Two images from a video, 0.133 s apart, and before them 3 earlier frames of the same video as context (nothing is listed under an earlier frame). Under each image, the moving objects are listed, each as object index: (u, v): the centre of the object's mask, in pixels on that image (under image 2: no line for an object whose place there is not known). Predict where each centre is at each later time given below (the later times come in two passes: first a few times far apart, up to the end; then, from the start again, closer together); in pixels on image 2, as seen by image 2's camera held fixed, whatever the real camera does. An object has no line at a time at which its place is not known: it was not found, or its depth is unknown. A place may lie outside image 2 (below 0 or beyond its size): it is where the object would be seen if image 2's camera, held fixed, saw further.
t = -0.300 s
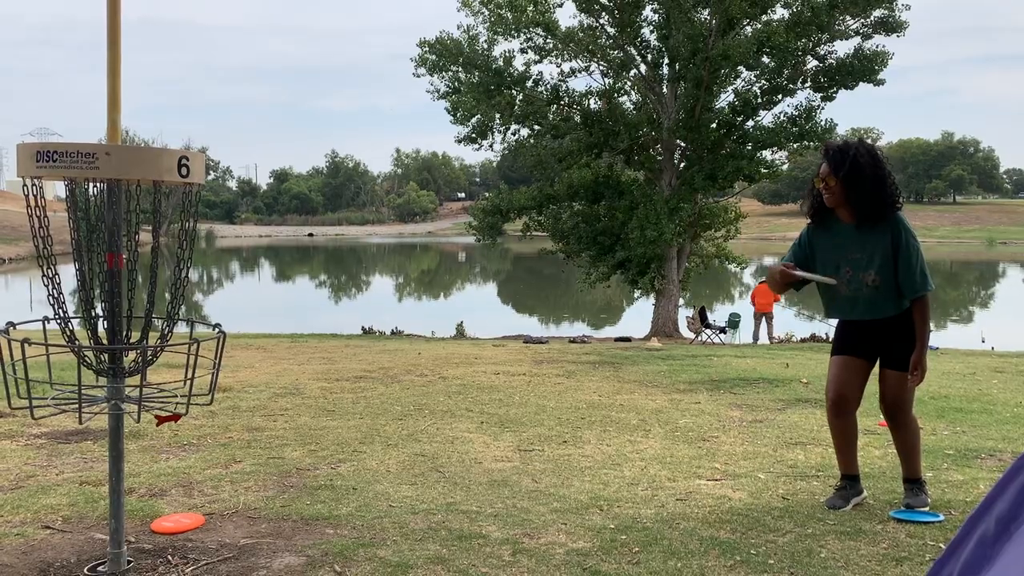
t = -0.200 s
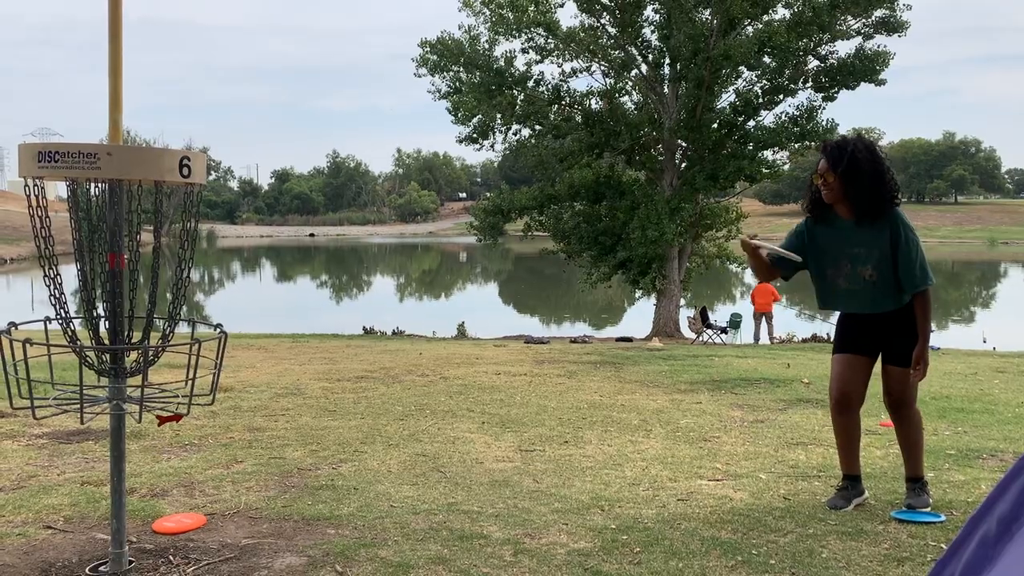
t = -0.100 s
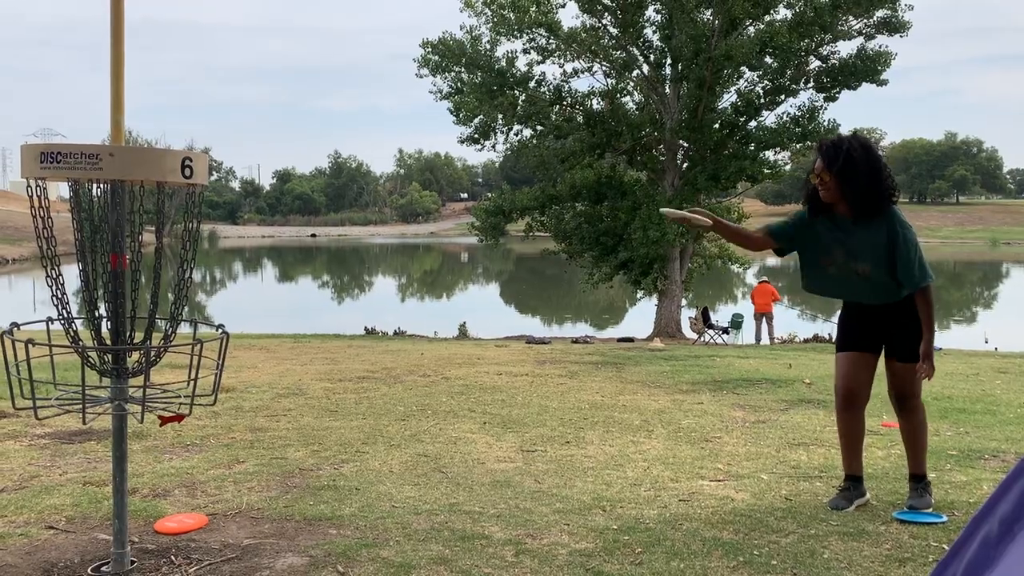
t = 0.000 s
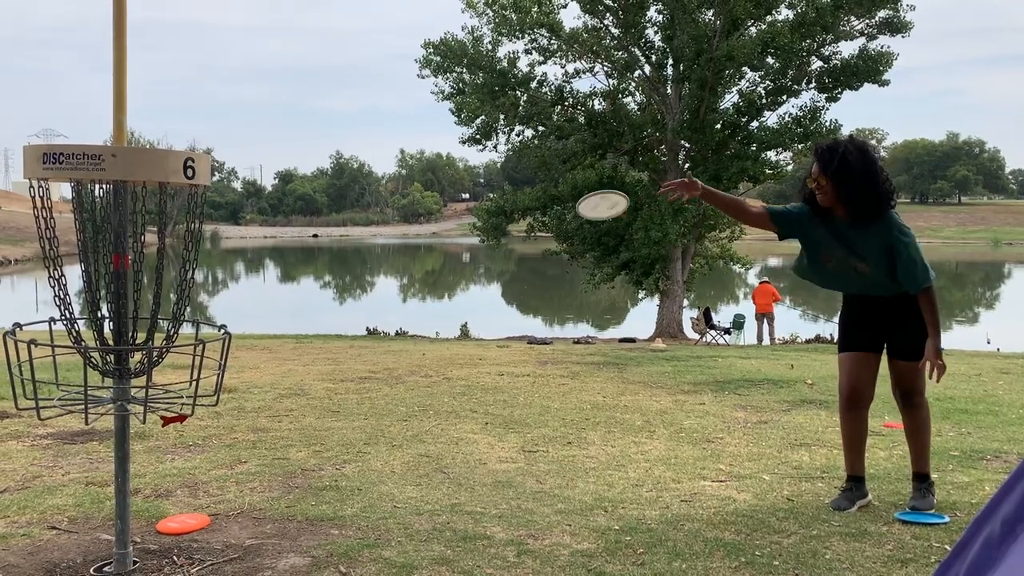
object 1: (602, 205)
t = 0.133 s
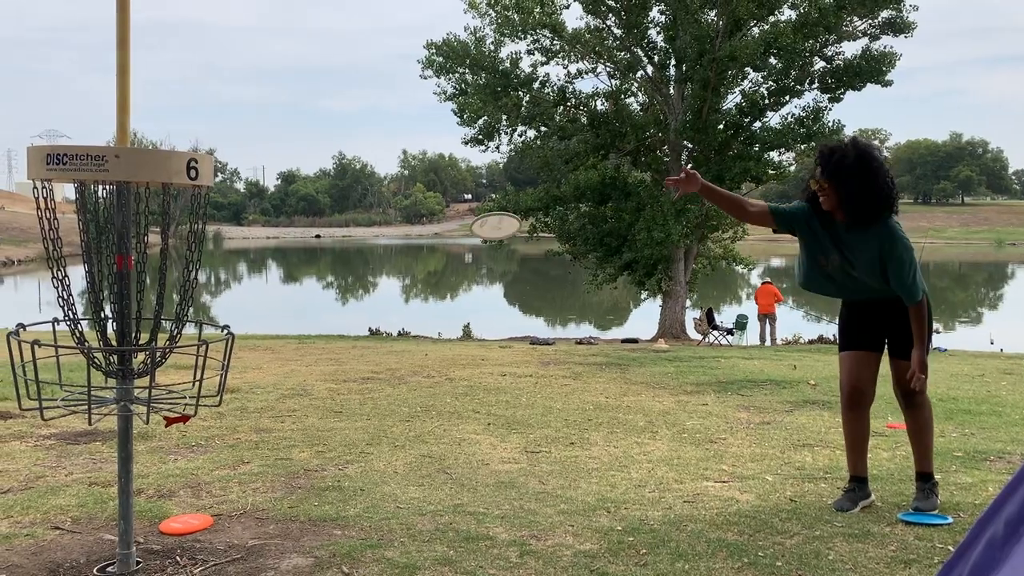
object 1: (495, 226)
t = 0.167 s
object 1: (470, 236)
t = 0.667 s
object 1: (104, 506)
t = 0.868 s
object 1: (59, 510)
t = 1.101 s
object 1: (54, 513)
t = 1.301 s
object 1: (54, 513)
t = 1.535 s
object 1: (54, 513)
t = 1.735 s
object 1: (54, 513)
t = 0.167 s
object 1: (470, 236)
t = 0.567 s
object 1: (158, 503)
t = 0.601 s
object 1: (146, 514)
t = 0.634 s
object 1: (109, 510)
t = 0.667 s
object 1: (104, 506)
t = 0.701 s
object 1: (98, 504)
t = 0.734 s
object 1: (90, 504)
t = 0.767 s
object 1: (79, 508)
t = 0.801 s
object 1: (68, 512)
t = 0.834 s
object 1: (63, 511)
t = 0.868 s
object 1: (59, 510)
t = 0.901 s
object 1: (56, 511)
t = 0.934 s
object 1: (54, 513)
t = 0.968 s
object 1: (54, 513)
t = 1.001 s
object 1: (54, 513)
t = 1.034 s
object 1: (54, 513)
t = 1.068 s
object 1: (54, 513)
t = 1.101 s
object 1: (54, 513)
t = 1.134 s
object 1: (54, 513)
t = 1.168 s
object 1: (54, 513)
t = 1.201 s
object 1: (54, 513)
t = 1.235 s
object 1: (54, 513)
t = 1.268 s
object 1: (54, 513)
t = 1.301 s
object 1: (54, 513)
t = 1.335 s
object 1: (54, 513)
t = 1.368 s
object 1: (54, 513)
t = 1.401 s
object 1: (54, 513)
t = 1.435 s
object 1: (54, 513)
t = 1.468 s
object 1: (54, 513)
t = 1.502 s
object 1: (54, 513)
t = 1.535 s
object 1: (54, 513)
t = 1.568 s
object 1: (54, 513)
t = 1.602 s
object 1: (54, 513)
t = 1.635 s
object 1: (54, 513)
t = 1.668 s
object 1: (54, 513)
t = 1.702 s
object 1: (54, 513)
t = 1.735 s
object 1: (54, 513)
